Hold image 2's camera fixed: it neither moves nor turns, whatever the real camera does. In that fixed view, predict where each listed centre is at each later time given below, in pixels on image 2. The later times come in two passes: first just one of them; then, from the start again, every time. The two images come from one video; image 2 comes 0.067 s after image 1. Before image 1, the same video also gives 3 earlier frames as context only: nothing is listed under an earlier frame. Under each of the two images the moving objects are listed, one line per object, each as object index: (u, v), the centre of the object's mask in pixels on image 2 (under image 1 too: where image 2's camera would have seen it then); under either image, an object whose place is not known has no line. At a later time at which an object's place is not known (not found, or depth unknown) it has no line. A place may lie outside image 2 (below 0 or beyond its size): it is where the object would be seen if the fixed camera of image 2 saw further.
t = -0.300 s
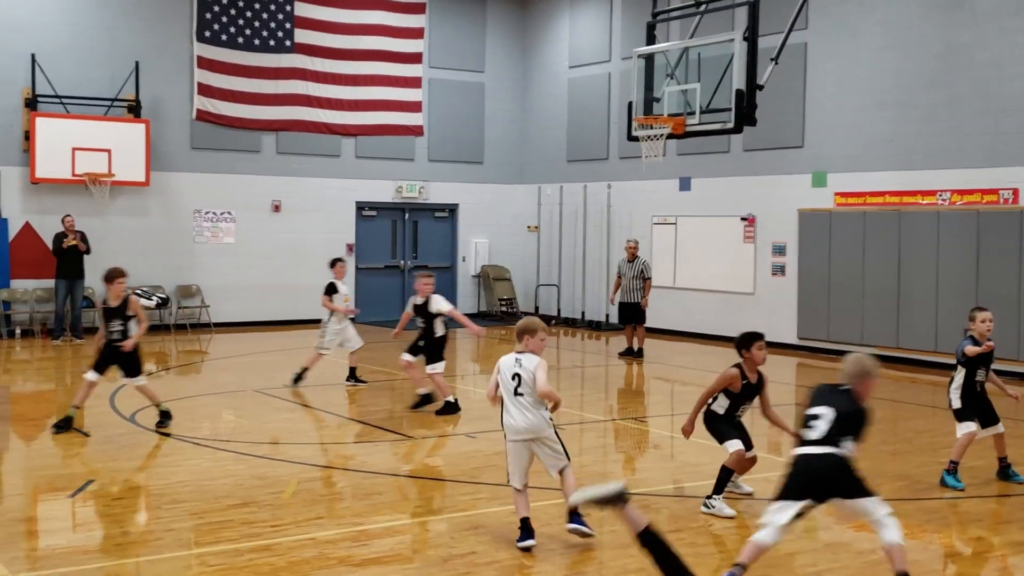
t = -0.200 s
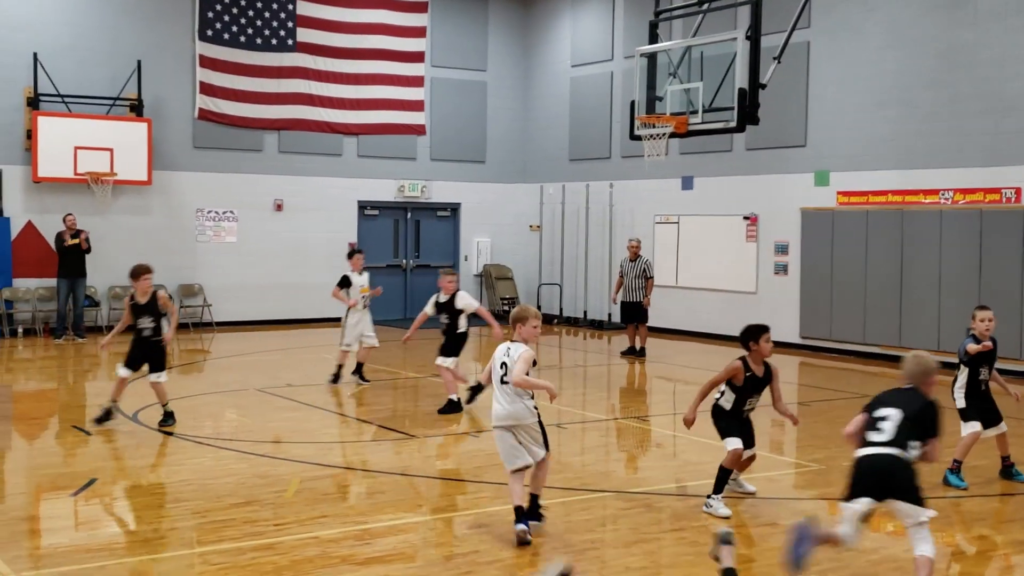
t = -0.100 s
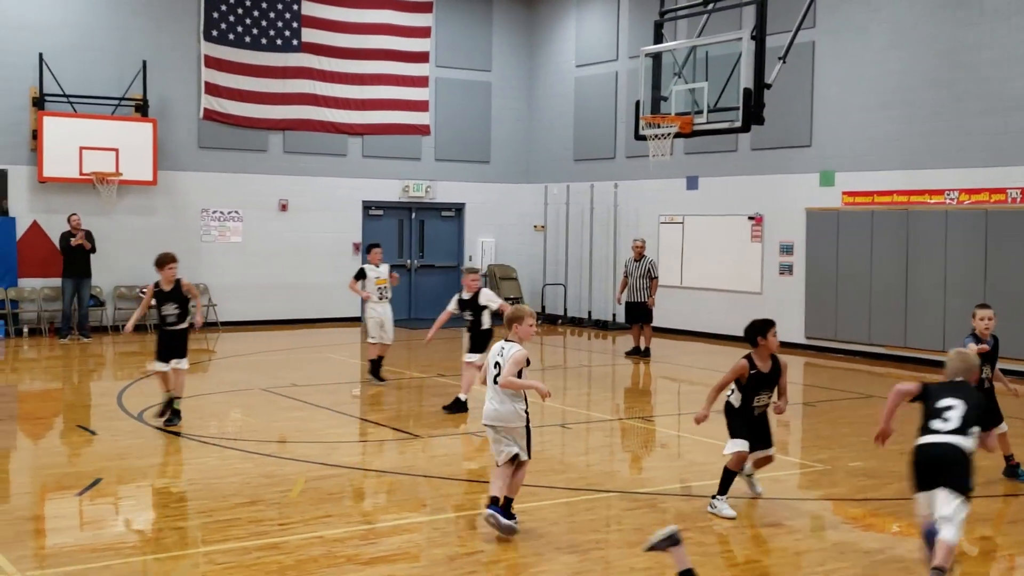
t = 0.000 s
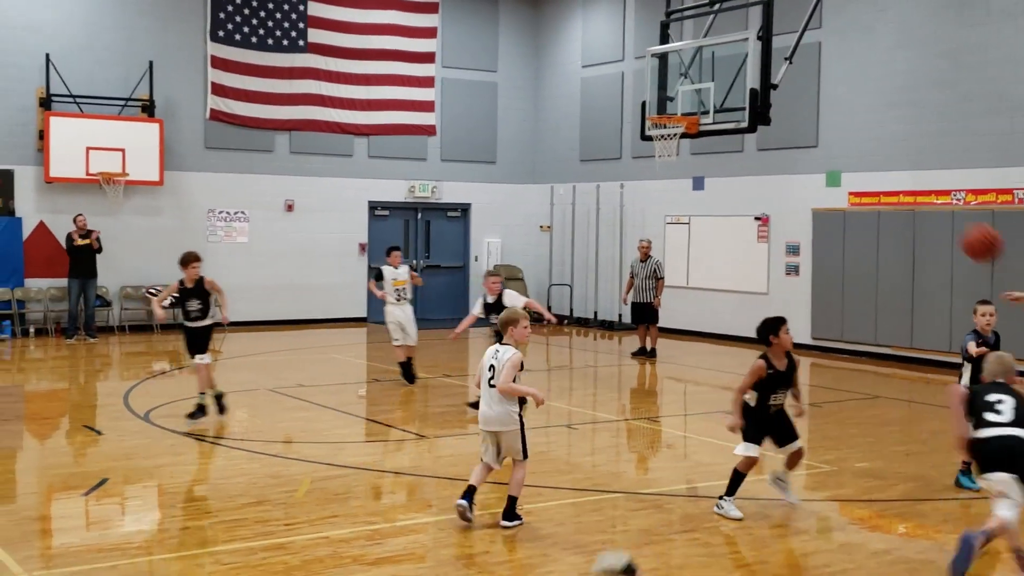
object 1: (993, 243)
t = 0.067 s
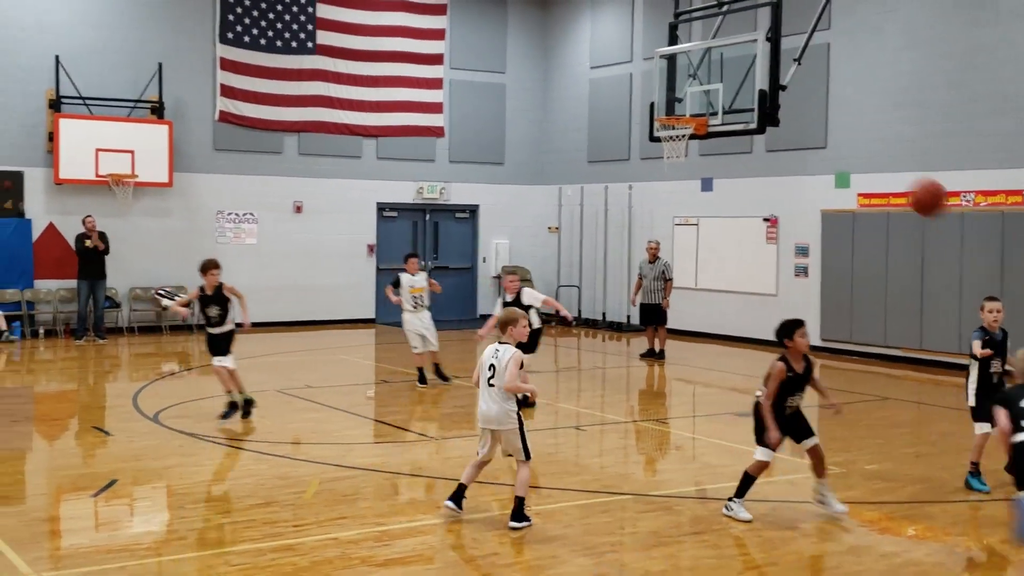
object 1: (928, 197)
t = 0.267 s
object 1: (737, 99)
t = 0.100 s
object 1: (895, 175)
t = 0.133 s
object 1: (864, 157)
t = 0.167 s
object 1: (831, 140)
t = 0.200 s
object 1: (799, 124)
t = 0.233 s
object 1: (769, 111)
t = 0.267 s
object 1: (737, 99)
